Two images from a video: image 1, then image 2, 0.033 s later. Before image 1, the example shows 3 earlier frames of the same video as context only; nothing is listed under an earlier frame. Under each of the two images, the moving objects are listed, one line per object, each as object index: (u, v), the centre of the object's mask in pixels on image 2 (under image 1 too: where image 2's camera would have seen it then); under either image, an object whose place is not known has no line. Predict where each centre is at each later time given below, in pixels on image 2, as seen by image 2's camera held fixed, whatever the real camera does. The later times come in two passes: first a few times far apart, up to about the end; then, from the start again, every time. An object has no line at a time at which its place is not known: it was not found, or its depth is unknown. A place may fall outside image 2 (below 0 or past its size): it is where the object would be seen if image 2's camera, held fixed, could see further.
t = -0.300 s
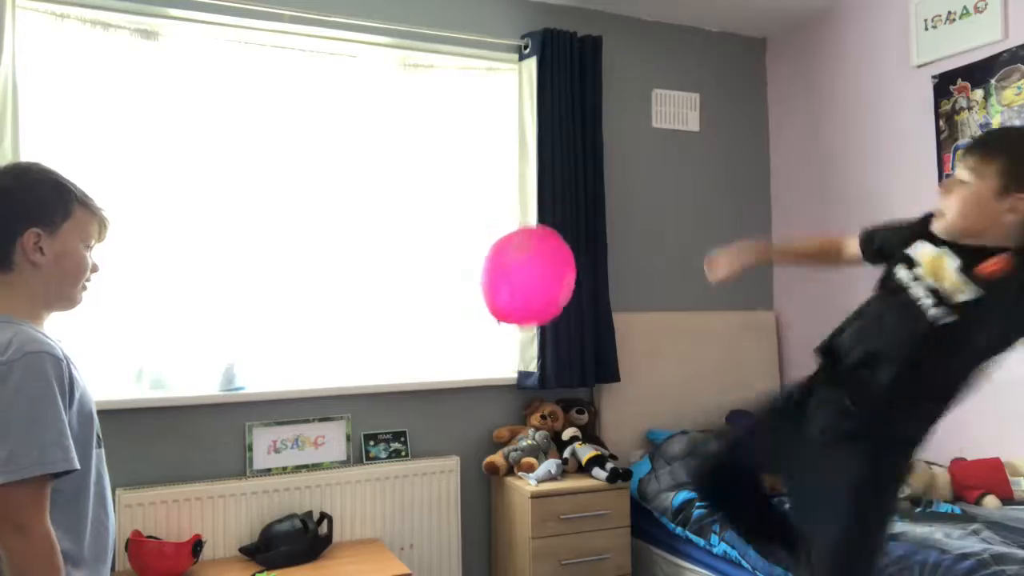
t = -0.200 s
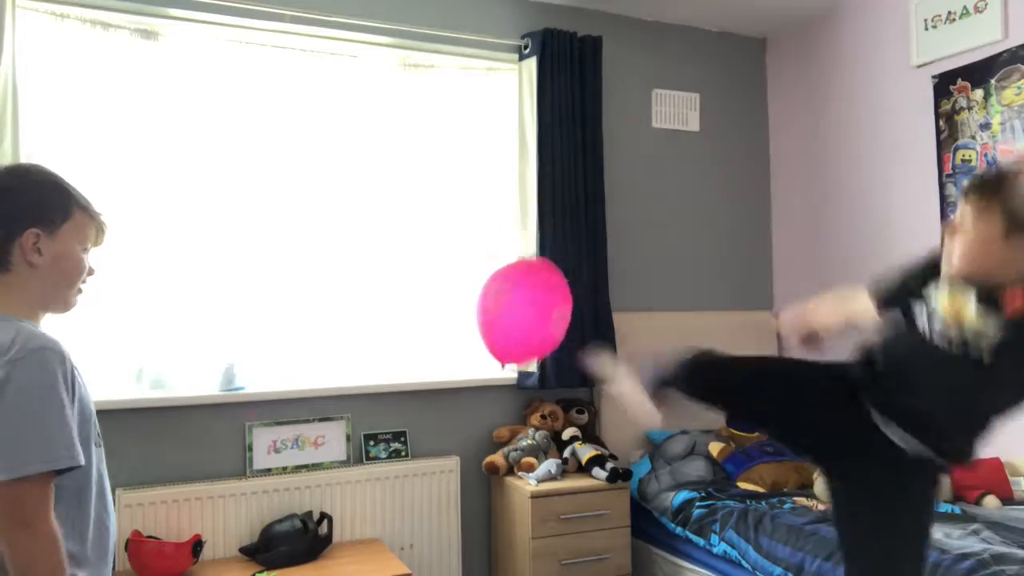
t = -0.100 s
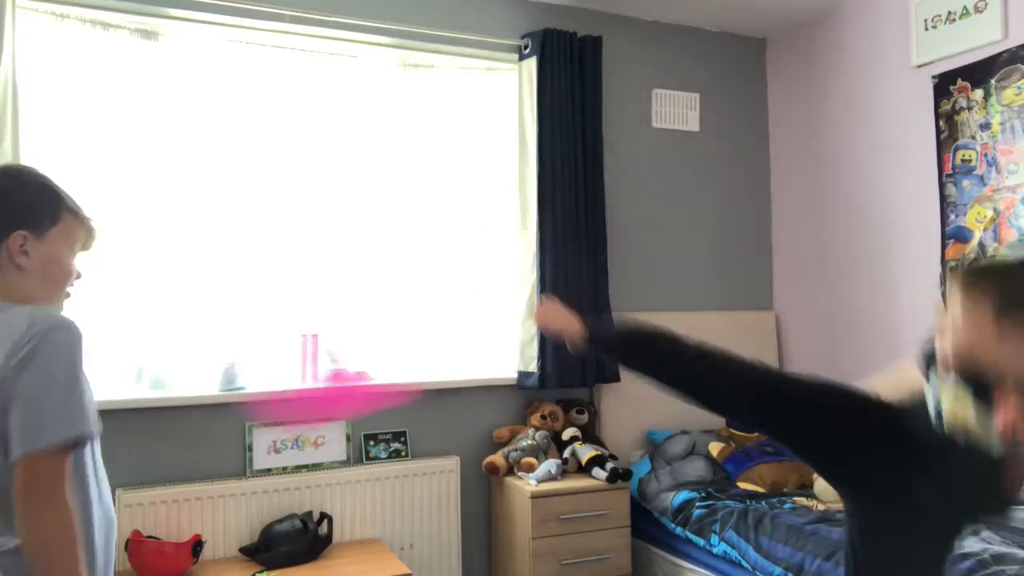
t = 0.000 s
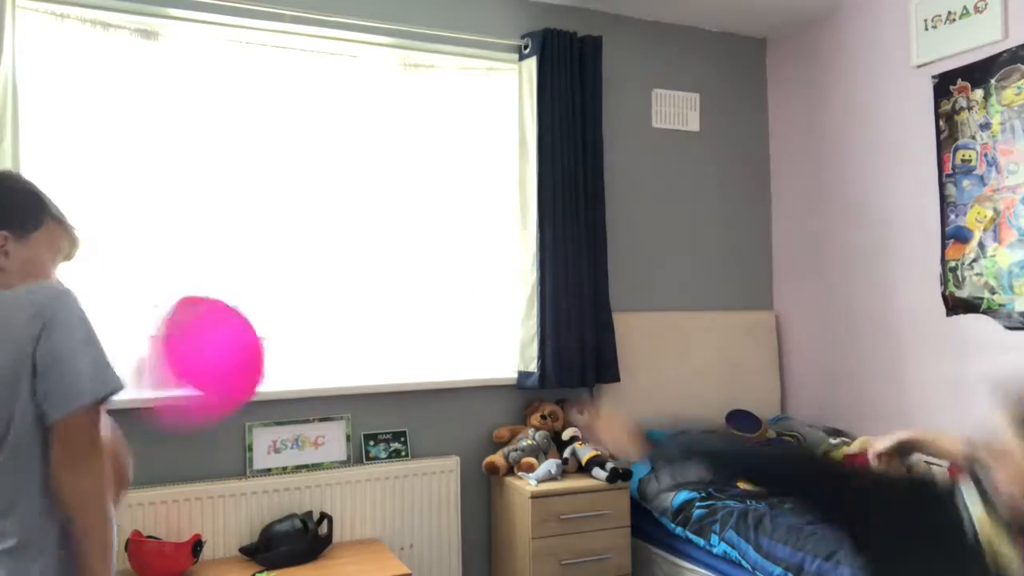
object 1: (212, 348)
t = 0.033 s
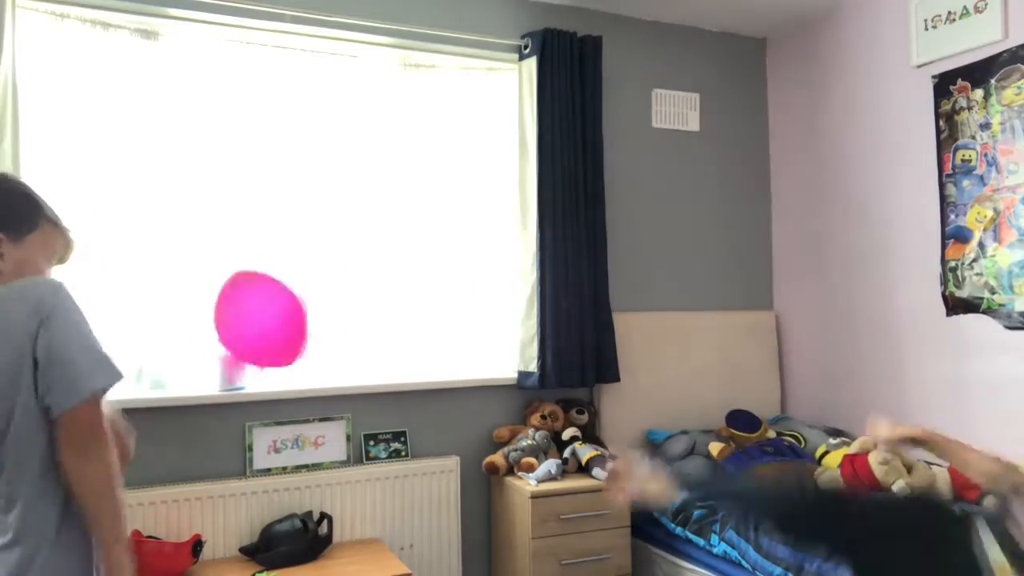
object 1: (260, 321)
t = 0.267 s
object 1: (438, 257)
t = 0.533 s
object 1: (526, 296)
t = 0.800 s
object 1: (563, 362)
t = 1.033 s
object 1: (581, 421)
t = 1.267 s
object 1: (585, 406)
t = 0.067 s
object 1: (298, 301)
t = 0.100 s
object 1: (331, 286)
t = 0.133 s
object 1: (360, 275)
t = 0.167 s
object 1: (383, 267)
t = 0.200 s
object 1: (404, 261)
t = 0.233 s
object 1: (422, 258)
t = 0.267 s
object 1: (438, 257)
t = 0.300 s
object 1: (453, 258)
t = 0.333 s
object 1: (466, 260)
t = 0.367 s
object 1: (478, 264)
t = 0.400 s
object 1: (490, 269)
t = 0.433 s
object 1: (500, 274)
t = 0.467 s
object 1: (510, 281)
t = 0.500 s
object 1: (518, 289)
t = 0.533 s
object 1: (526, 296)
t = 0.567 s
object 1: (532, 303)
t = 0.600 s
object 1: (537, 311)
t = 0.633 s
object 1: (543, 319)
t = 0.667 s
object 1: (547, 327)
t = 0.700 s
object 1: (552, 335)
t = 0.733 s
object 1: (556, 344)
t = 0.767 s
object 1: (560, 353)
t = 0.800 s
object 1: (563, 362)
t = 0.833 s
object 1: (567, 371)
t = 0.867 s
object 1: (570, 382)
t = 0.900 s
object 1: (573, 391)
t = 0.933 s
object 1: (576, 401)
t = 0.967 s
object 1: (578, 412)
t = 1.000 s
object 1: (580, 421)
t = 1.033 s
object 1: (581, 421)
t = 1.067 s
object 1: (581, 418)
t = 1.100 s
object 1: (582, 414)
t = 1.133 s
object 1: (582, 412)
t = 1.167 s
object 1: (583, 409)
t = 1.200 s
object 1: (584, 408)
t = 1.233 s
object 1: (585, 406)
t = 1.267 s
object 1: (585, 406)
